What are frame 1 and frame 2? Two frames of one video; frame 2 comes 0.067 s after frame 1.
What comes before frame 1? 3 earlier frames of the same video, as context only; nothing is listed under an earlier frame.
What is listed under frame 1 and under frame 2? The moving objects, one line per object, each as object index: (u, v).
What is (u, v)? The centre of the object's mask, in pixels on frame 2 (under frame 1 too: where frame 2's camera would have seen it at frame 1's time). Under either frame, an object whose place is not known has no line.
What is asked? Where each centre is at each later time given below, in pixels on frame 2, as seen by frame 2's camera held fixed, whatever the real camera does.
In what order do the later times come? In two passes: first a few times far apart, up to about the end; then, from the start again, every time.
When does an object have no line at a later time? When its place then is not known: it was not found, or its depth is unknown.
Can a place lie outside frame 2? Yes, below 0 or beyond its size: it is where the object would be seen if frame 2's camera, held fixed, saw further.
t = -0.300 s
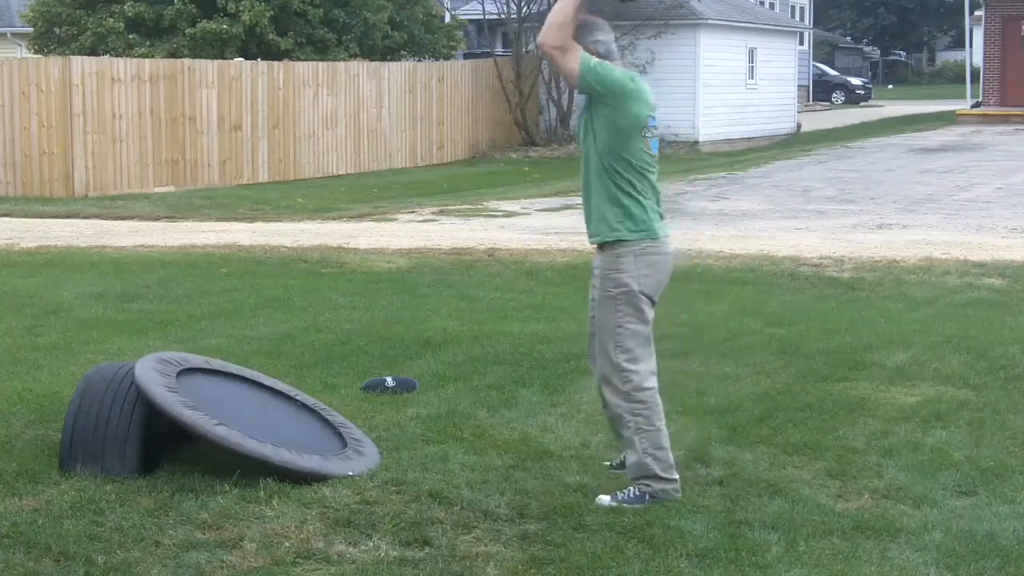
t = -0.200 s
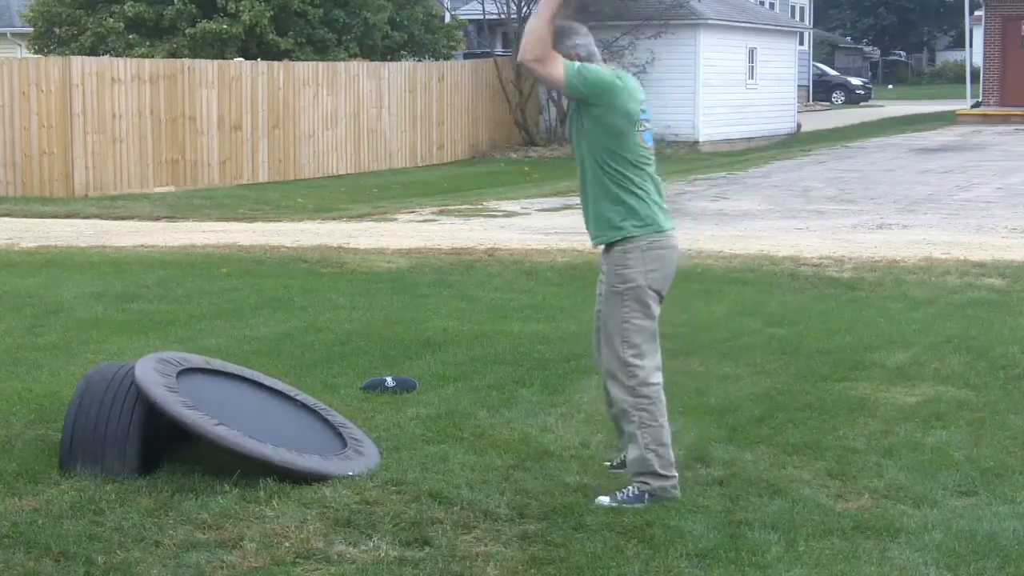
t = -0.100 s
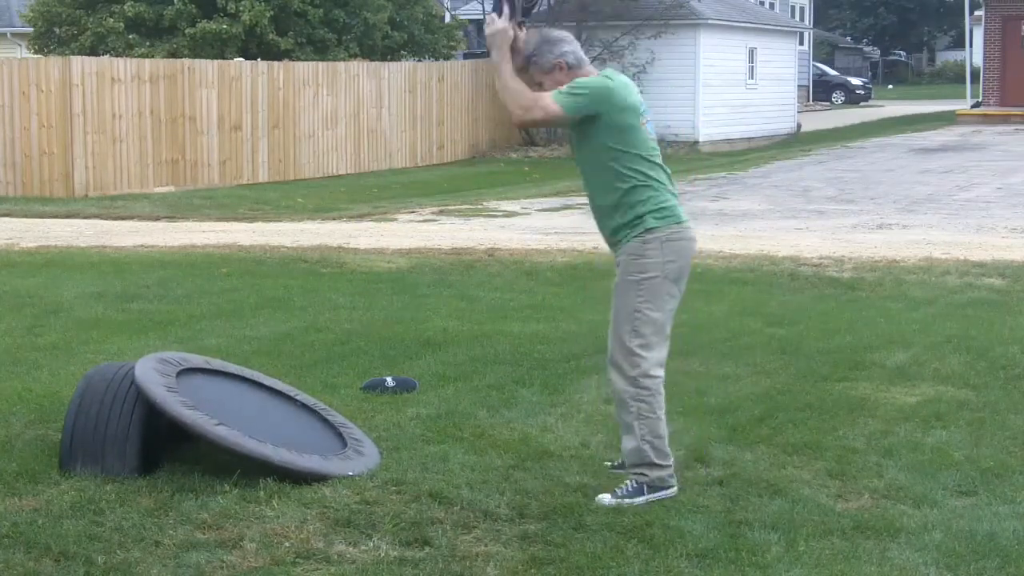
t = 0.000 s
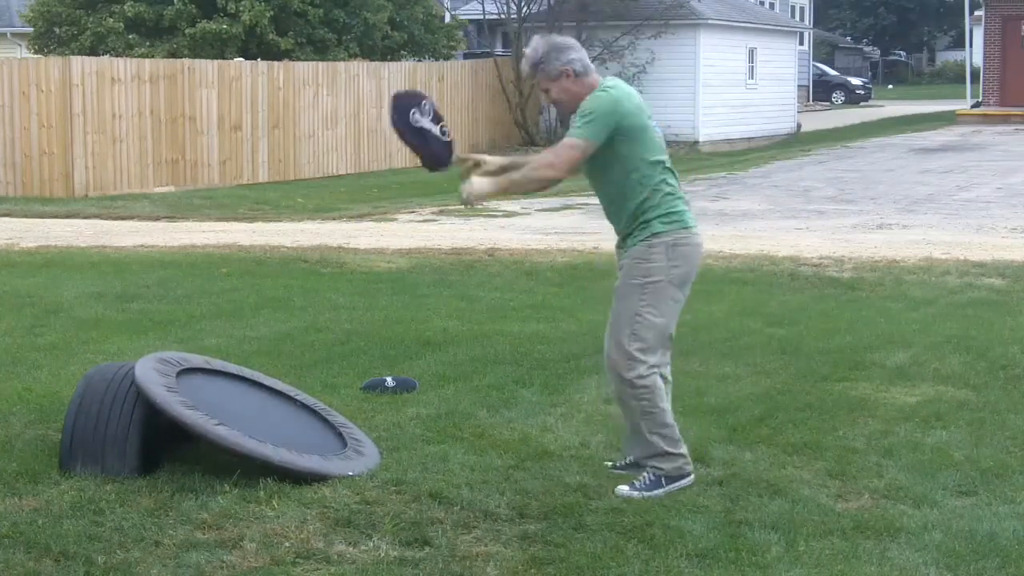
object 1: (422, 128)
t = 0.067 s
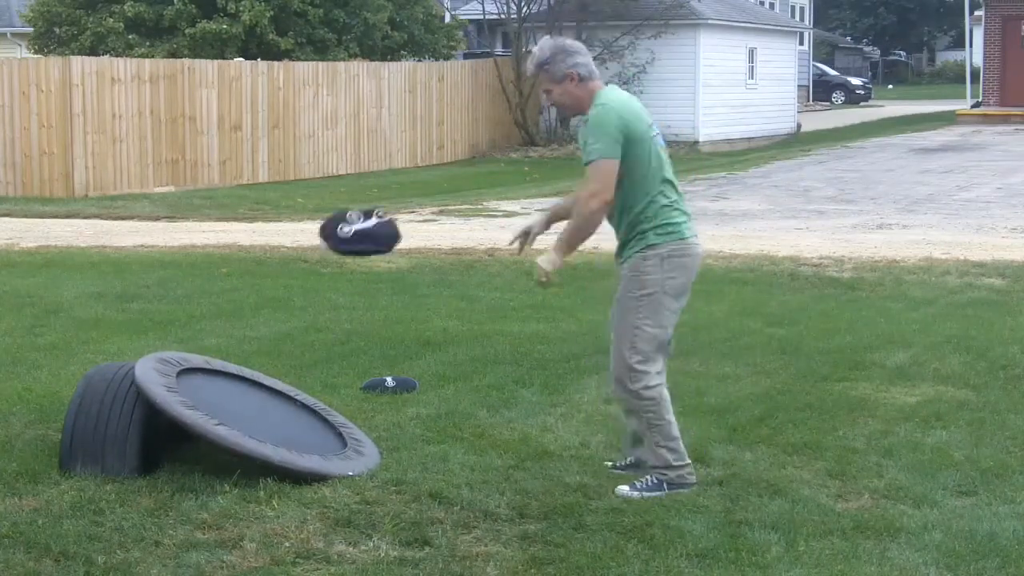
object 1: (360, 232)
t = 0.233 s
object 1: (271, 407)
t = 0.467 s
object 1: (393, 213)
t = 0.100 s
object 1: (330, 289)
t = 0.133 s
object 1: (299, 349)
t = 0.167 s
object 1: (271, 409)
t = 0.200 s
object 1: (252, 426)
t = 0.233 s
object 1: (271, 407)
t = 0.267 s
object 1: (289, 373)
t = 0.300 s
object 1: (305, 341)
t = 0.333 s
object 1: (322, 311)
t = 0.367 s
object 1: (339, 283)
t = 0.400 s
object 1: (357, 257)
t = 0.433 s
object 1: (375, 234)
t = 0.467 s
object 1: (393, 213)
